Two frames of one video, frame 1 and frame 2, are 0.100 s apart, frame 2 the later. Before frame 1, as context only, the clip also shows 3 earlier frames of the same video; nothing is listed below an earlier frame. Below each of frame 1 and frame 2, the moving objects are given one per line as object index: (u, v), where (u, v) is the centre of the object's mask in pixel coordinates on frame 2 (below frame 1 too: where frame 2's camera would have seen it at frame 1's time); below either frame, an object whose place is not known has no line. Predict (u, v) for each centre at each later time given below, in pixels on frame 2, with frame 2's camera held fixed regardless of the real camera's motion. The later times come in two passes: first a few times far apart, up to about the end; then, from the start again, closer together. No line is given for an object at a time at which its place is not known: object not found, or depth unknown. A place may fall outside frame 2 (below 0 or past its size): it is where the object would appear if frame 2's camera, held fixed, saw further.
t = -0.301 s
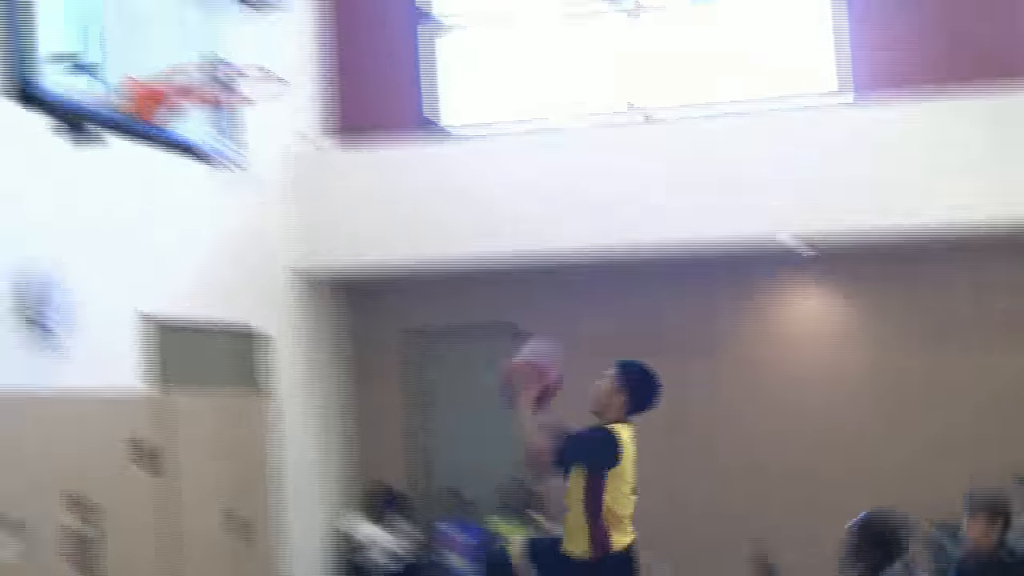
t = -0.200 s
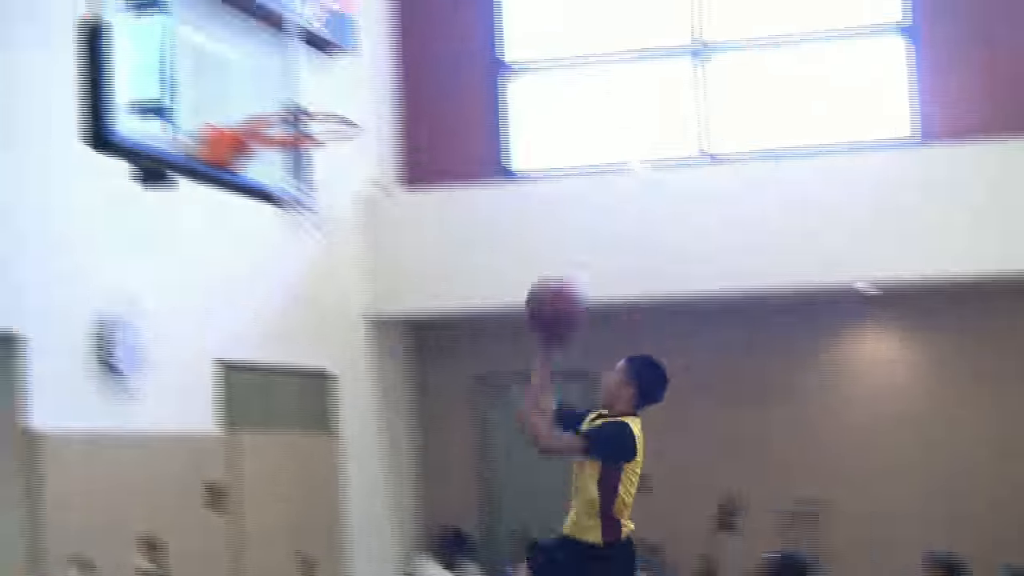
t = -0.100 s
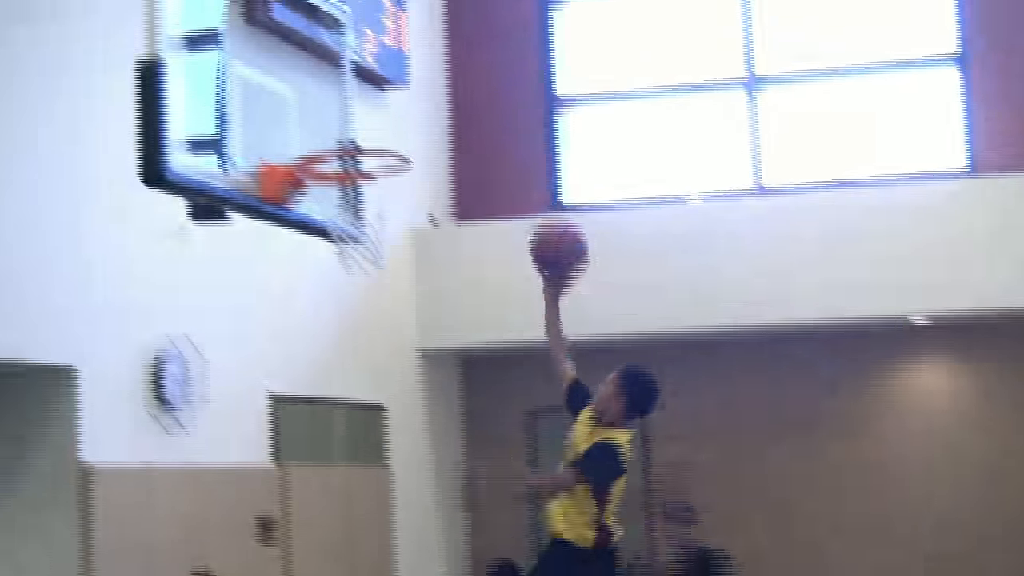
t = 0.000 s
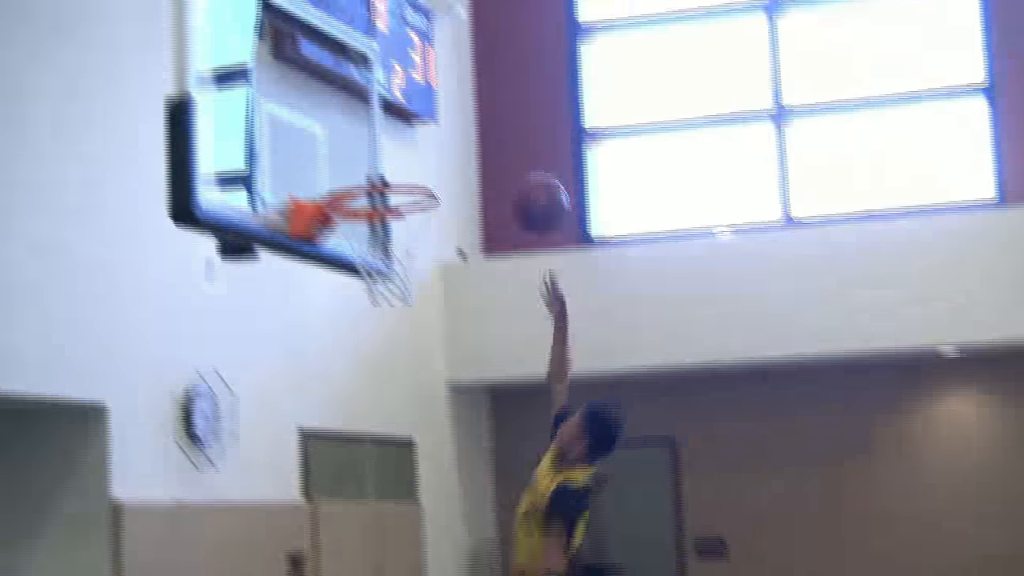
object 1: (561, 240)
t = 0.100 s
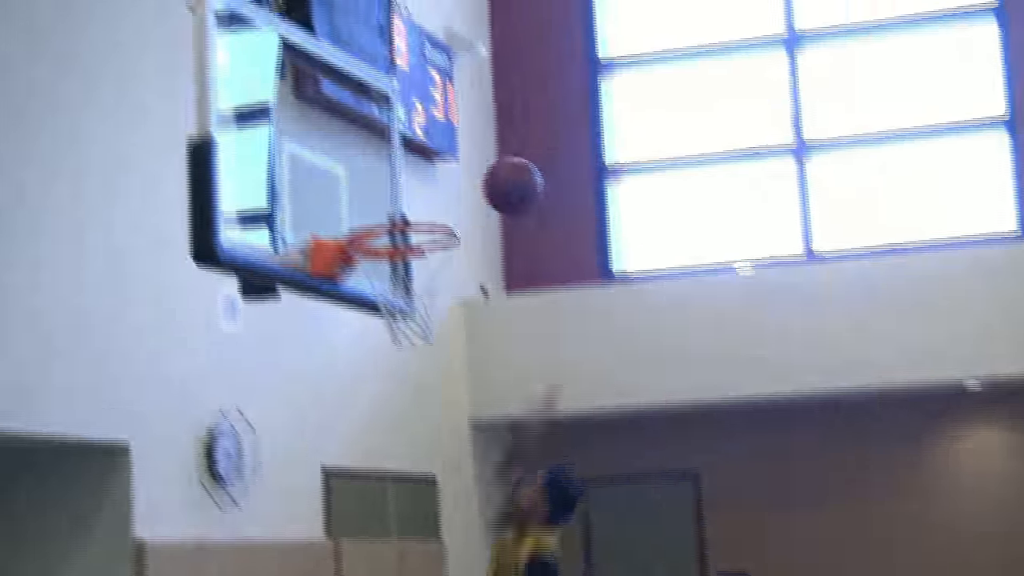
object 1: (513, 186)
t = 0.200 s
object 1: (467, 154)
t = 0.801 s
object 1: (412, 225)
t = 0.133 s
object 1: (497, 172)
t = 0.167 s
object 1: (483, 162)
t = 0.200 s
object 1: (467, 154)
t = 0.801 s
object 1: (412, 225)
